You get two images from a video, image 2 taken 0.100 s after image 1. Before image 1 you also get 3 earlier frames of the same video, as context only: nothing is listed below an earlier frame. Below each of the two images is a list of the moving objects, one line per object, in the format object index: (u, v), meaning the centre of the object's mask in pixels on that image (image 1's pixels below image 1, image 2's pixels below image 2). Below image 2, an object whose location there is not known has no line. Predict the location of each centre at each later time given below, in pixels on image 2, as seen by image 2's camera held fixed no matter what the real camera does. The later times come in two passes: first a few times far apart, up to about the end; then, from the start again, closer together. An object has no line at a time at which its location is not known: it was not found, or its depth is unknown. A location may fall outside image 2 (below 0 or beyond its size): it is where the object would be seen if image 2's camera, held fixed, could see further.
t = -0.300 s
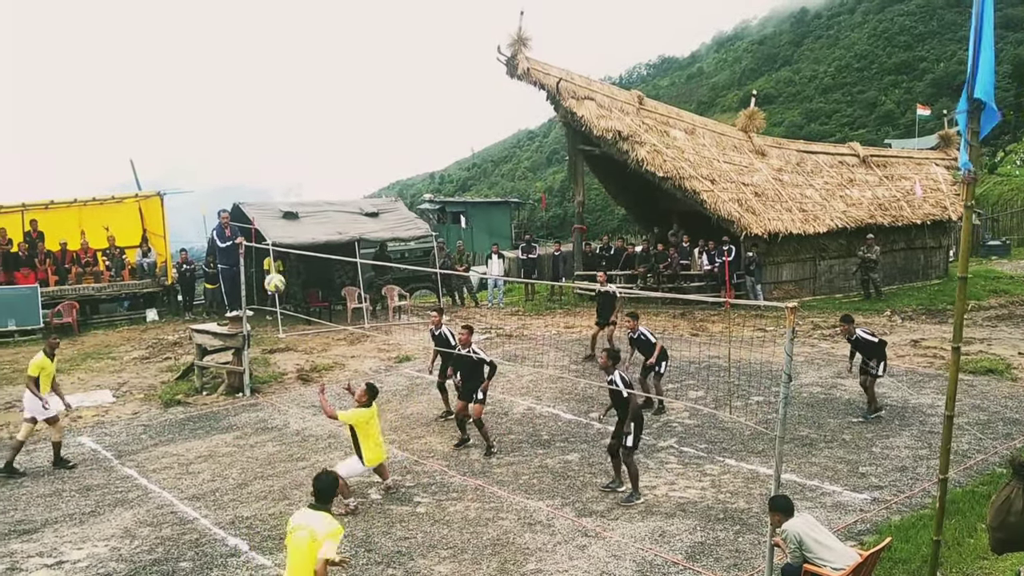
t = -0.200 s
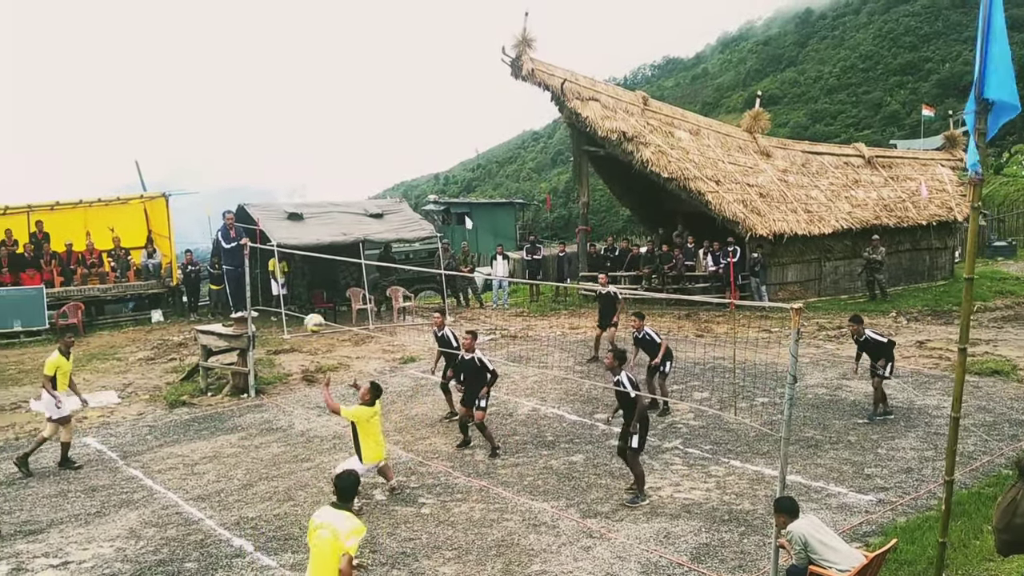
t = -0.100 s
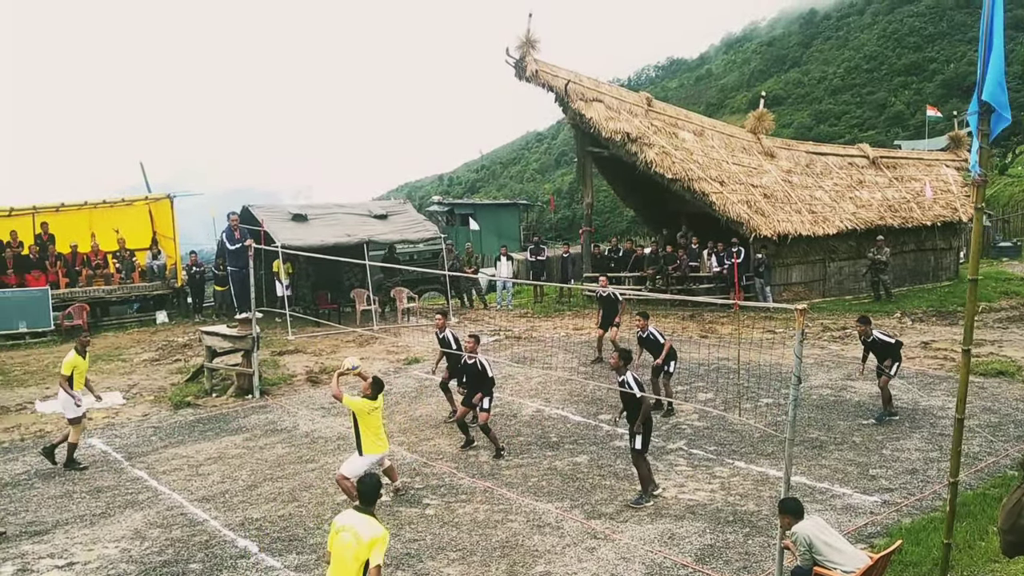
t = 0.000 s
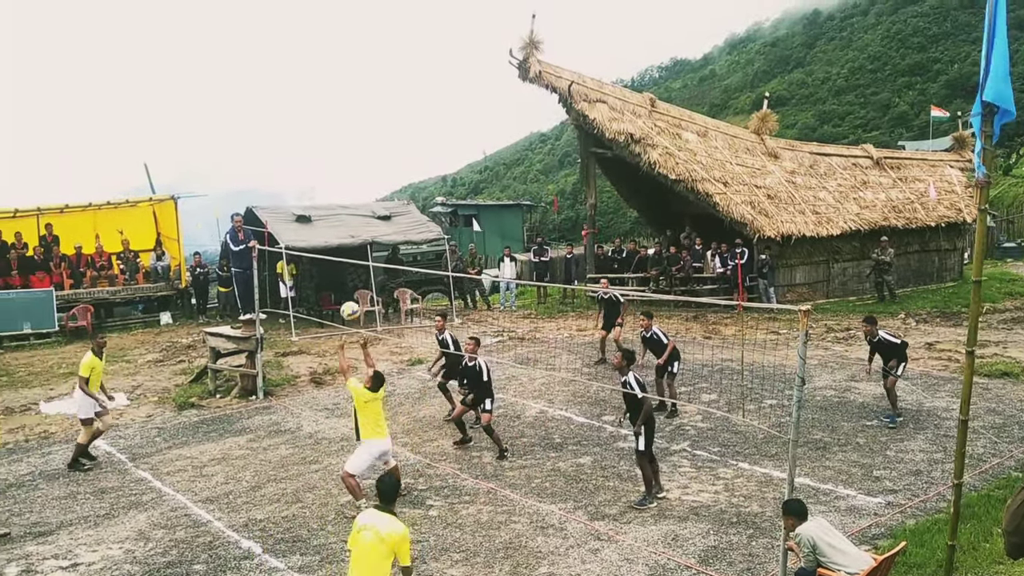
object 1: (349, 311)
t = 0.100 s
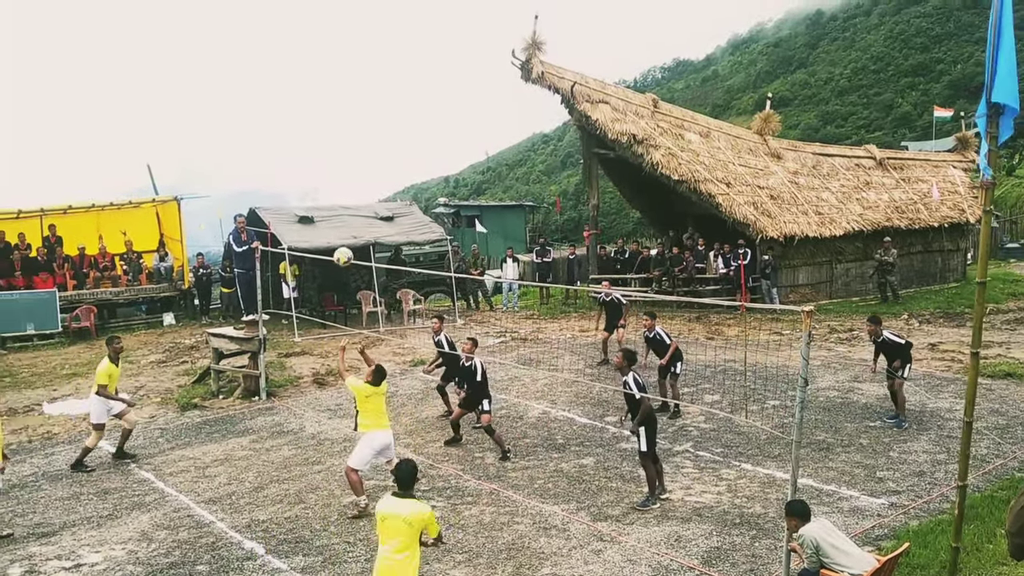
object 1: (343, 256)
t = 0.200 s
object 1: (334, 212)
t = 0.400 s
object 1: (318, 151)
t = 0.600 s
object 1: (304, 127)
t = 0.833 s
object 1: (293, 142)
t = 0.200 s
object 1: (334, 212)
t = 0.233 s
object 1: (331, 200)
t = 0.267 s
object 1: (328, 189)
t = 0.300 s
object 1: (326, 178)
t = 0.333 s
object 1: (323, 168)
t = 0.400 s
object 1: (318, 151)
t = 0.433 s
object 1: (315, 144)
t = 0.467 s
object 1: (313, 138)
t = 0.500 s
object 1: (311, 133)
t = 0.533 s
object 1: (308, 129)
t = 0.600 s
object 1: (304, 127)
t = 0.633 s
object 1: (302, 126)
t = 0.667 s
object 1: (300, 125)
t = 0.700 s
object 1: (299, 127)
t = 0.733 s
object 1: (298, 131)
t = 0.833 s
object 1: (293, 142)
